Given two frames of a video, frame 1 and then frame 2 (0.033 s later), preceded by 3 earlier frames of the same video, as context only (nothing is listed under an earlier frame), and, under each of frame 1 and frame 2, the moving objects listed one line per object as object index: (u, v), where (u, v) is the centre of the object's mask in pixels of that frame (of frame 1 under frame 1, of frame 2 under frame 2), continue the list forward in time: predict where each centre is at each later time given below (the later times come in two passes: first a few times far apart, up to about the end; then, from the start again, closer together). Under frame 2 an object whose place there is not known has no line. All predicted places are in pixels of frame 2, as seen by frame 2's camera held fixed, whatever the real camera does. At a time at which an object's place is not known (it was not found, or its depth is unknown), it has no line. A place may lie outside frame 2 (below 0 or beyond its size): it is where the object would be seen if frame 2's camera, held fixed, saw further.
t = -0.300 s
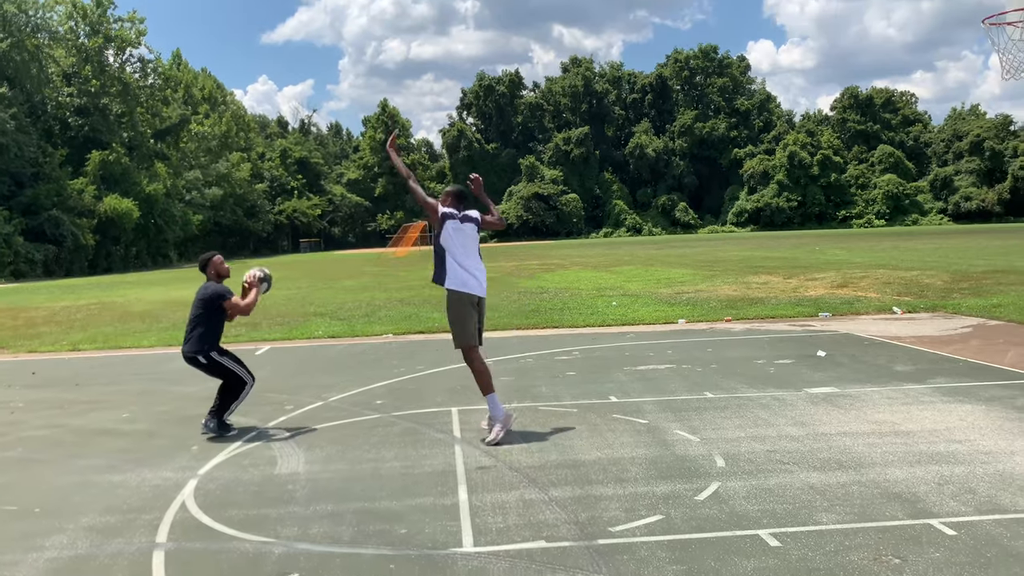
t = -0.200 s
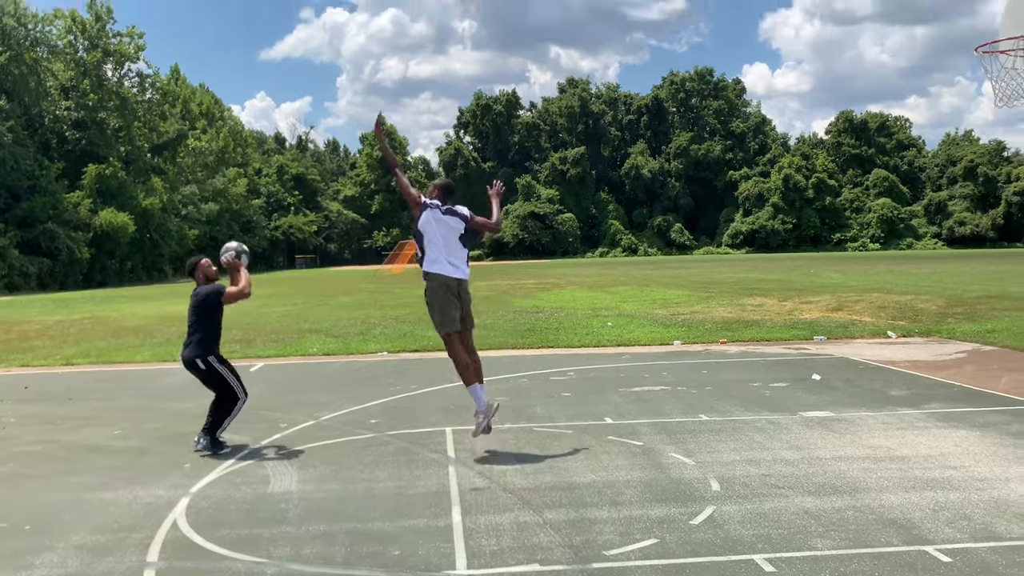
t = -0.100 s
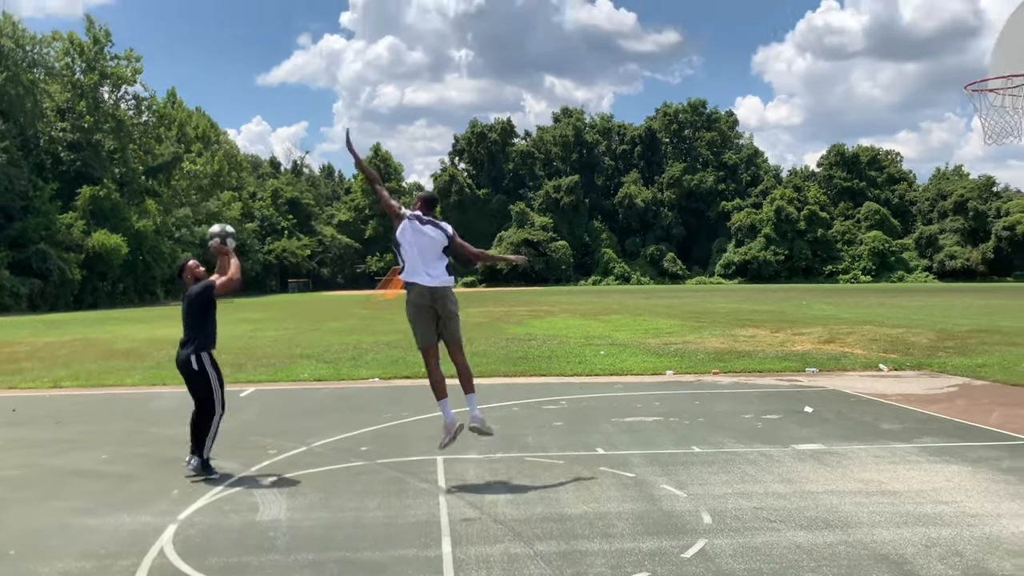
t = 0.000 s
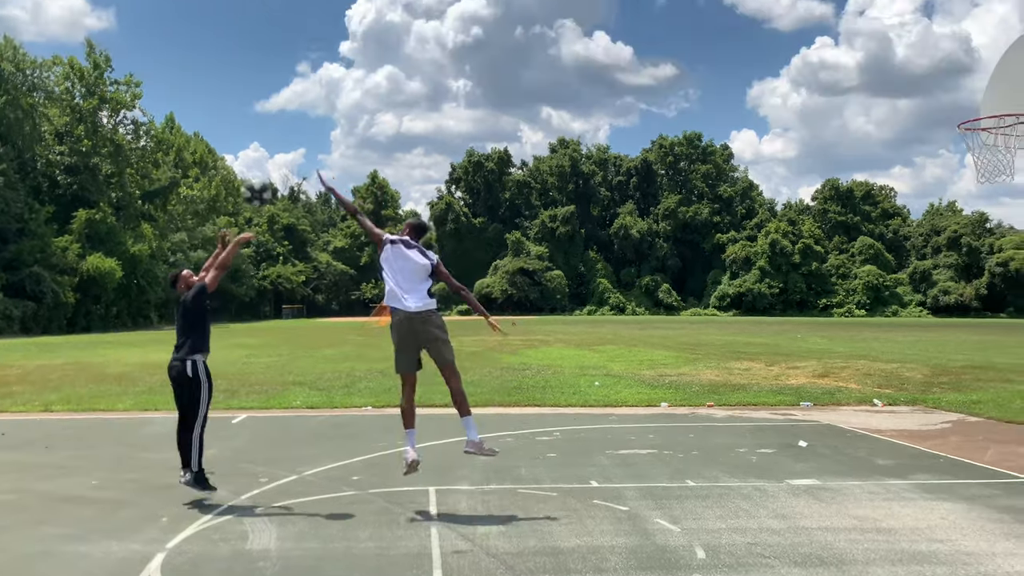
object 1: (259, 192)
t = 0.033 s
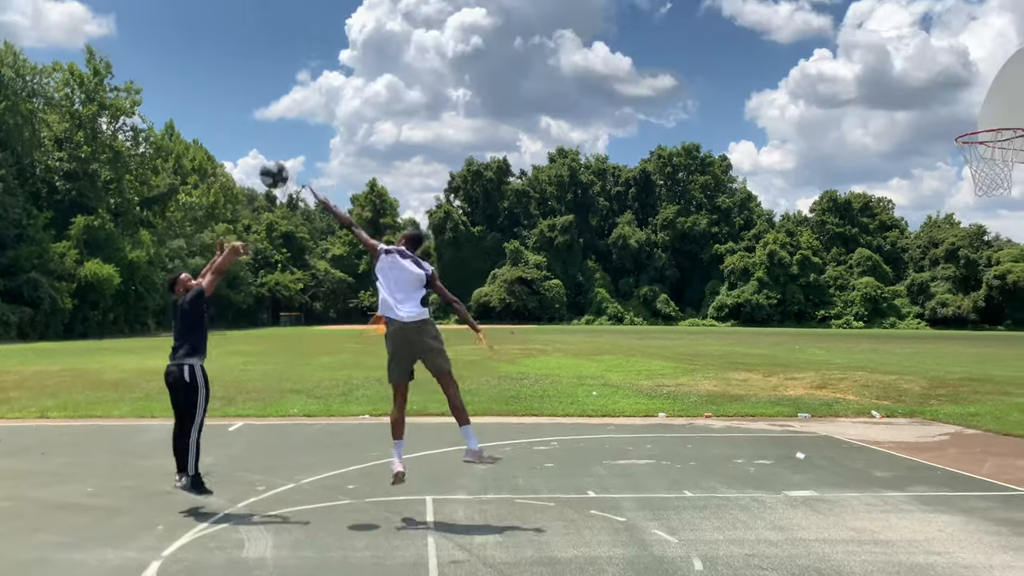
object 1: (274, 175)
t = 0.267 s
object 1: (409, 33)
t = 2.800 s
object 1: (1176, 389)
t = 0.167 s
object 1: (351, 88)
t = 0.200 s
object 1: (370, 69)
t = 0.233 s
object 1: (391, 50)
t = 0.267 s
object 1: (409, 33)
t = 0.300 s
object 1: (427, 18)
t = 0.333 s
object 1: (446, 3)
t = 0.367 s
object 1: (464, -10)
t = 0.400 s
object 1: (483, -22)
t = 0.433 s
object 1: (500, -32)
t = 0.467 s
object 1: (518, -42)
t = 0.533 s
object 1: (555, -56)
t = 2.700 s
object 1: (1172, 471)
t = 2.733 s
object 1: (1174, 442)
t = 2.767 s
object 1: (1176, 414)
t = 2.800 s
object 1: (1176, 389)
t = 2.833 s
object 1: (1171, 365)
